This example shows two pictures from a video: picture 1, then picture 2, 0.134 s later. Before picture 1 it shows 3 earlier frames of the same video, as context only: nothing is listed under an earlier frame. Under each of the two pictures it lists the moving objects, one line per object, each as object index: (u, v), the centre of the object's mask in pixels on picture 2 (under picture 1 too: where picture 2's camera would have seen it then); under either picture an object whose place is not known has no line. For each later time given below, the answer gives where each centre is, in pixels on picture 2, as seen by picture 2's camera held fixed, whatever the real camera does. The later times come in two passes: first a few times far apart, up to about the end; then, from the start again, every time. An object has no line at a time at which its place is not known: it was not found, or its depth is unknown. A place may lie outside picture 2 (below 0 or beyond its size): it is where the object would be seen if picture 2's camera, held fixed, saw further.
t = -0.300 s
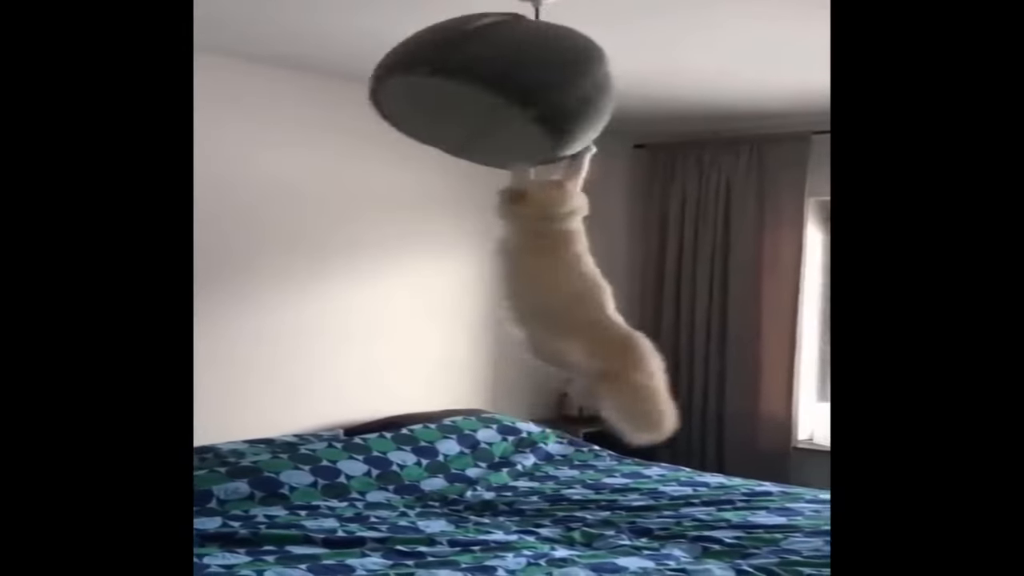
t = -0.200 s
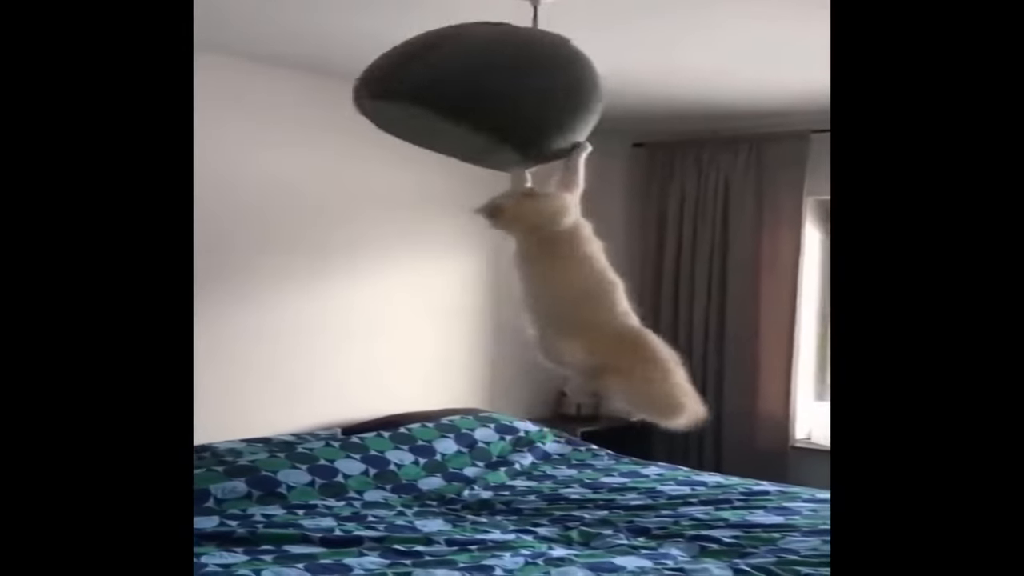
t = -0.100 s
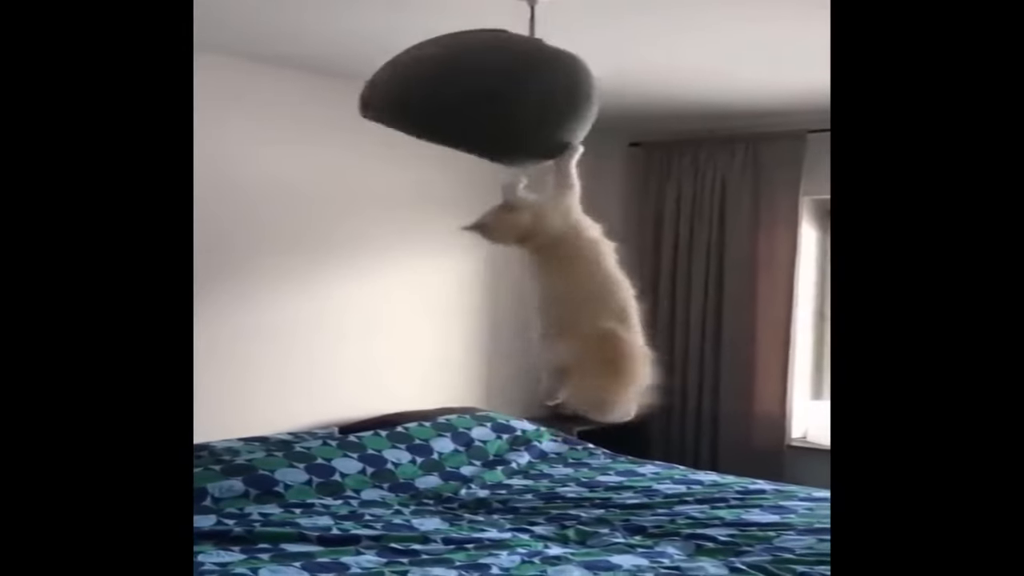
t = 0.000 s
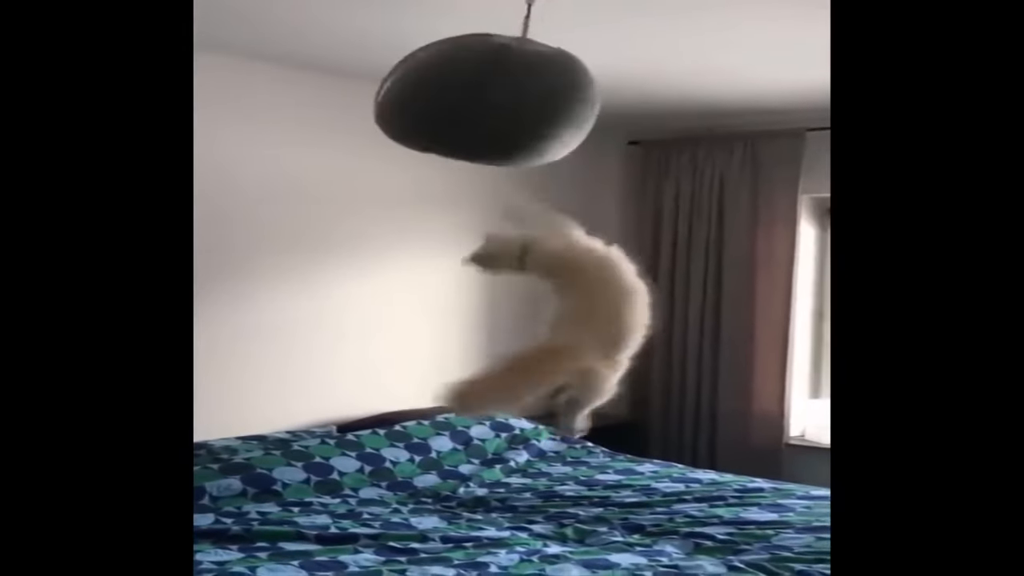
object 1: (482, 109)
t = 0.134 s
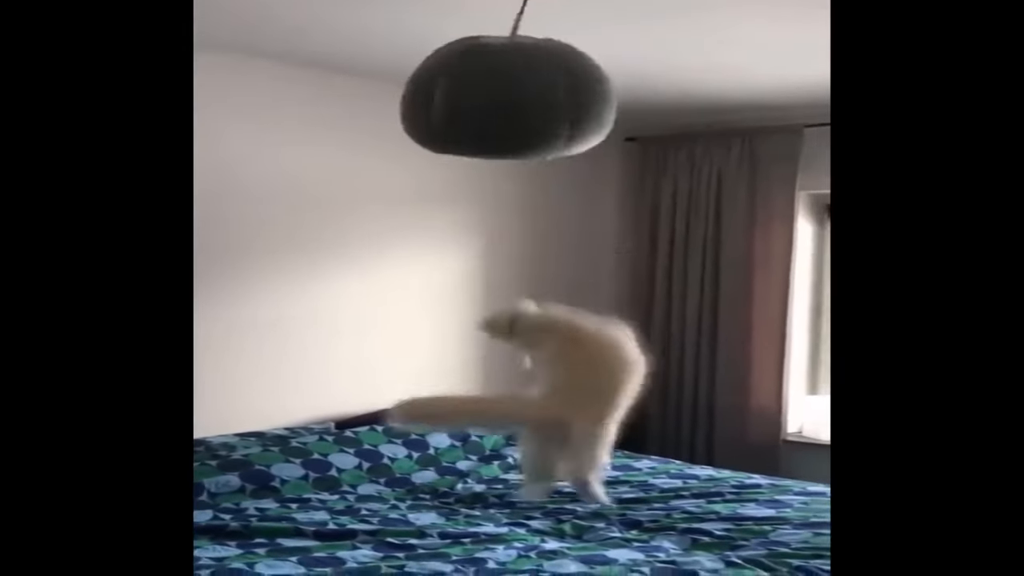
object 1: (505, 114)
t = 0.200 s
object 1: (521, 114)
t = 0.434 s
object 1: (553, 105)
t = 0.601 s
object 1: (542, 86)
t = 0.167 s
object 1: (512, 114)
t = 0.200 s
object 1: (521, 114)
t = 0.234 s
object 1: (528, 119)
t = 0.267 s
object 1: (537, 118)
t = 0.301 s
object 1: (543, 116)
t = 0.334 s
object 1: (548, 114)
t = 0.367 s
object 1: (551, 112)
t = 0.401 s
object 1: (553, 109)
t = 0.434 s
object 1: (553, 105)
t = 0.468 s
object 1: (554, 101)
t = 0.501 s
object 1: (556, 115)
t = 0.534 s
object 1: (551, 118)
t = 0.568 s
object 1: (549, 90)
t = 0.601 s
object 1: (542, 86)
